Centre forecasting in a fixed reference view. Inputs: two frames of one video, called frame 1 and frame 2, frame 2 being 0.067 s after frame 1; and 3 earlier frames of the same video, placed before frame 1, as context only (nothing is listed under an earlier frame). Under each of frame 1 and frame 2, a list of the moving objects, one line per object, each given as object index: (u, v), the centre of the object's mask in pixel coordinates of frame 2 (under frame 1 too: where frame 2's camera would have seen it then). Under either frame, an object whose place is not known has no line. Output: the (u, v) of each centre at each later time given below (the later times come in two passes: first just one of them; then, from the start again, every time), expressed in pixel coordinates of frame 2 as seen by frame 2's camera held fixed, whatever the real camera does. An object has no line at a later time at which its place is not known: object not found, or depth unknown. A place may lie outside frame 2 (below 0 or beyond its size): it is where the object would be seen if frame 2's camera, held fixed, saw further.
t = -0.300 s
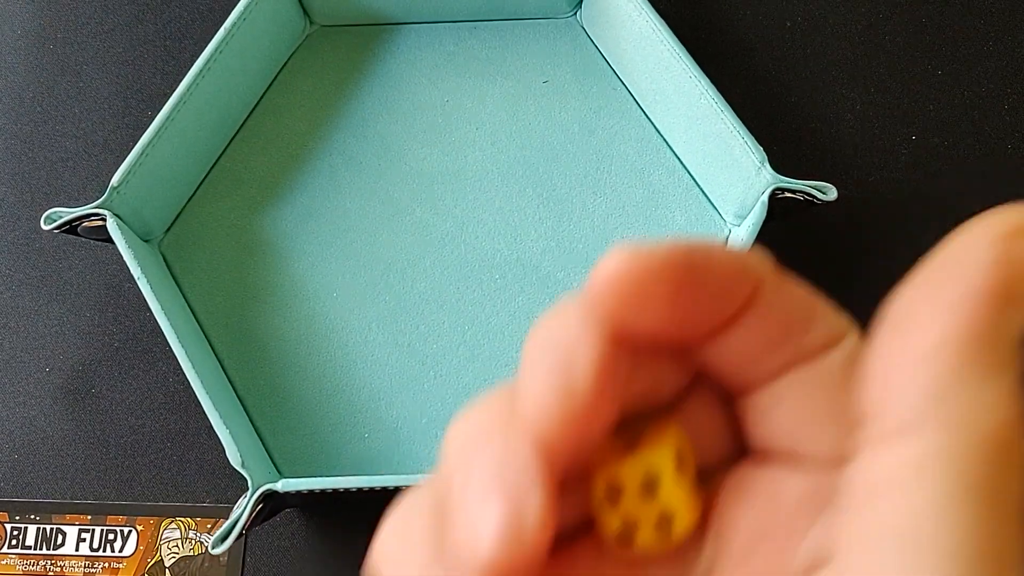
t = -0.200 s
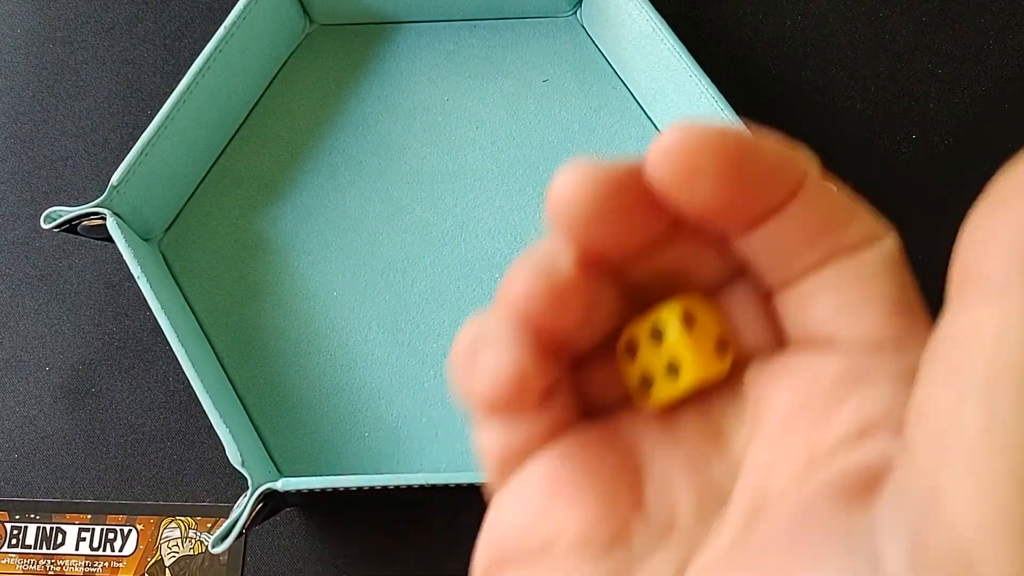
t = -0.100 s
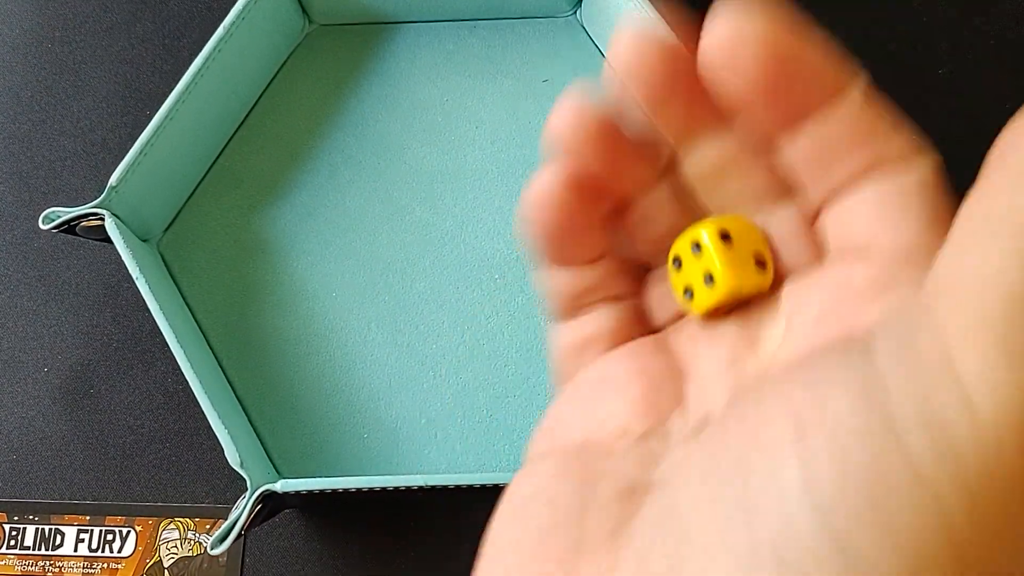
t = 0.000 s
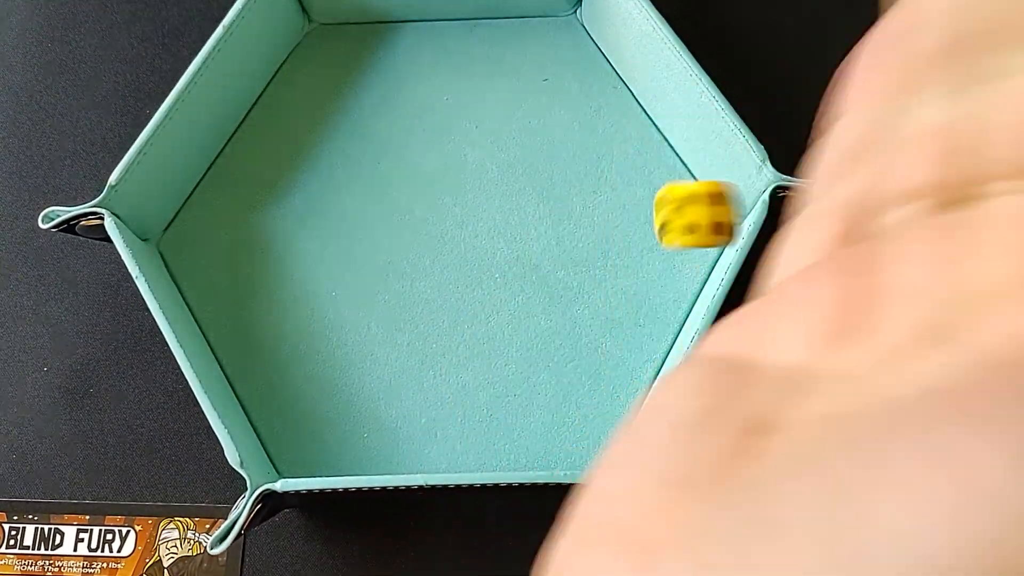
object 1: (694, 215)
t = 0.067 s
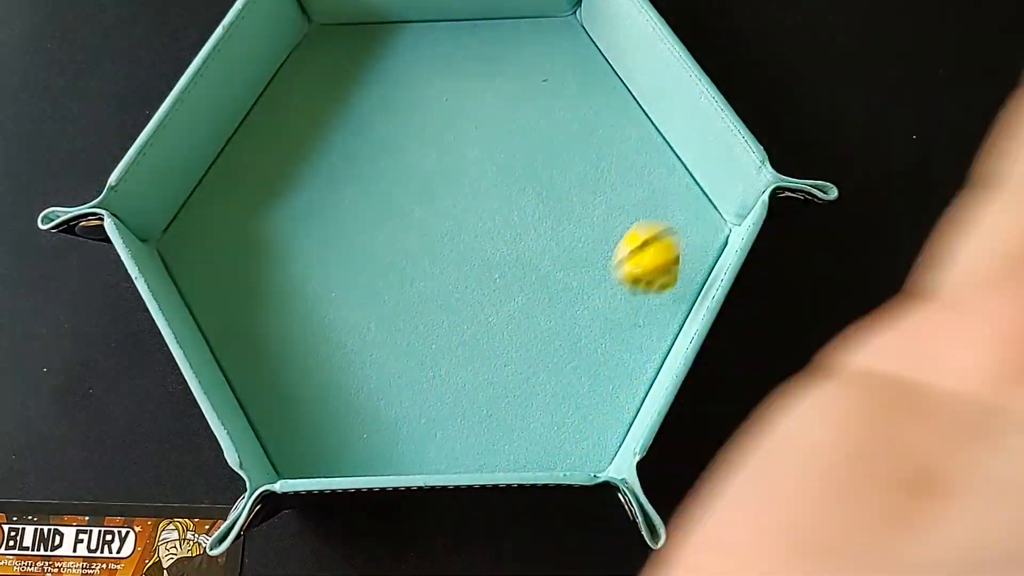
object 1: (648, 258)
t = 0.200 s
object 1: (462, 237)
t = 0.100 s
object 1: (608, 252)
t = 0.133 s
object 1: (560, 239)
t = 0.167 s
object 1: (511, 240)
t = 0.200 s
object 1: (462, 237)
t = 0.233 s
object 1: (414, 230)
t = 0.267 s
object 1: (377, 222)
